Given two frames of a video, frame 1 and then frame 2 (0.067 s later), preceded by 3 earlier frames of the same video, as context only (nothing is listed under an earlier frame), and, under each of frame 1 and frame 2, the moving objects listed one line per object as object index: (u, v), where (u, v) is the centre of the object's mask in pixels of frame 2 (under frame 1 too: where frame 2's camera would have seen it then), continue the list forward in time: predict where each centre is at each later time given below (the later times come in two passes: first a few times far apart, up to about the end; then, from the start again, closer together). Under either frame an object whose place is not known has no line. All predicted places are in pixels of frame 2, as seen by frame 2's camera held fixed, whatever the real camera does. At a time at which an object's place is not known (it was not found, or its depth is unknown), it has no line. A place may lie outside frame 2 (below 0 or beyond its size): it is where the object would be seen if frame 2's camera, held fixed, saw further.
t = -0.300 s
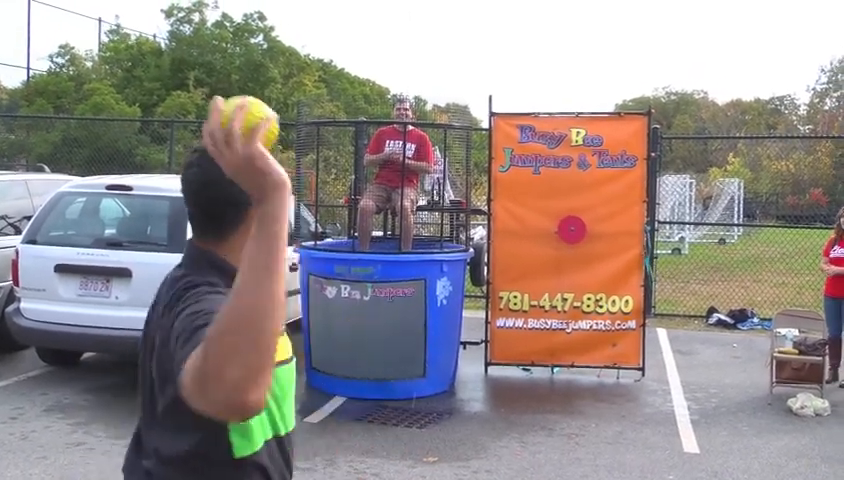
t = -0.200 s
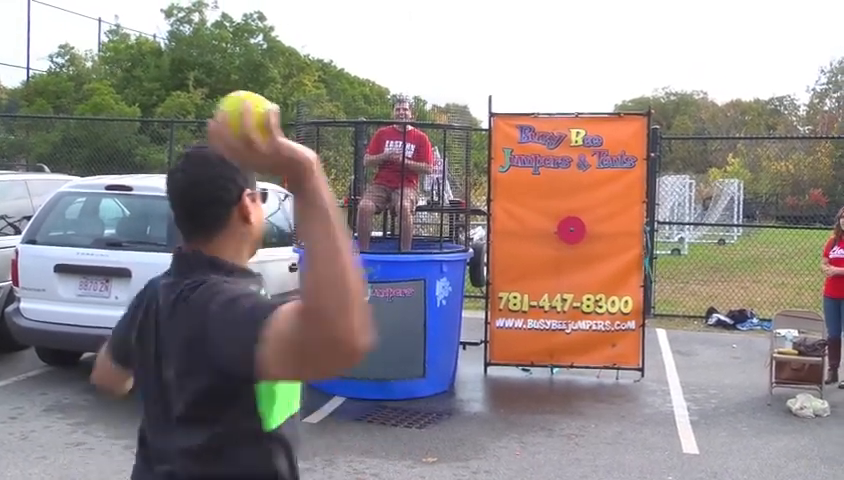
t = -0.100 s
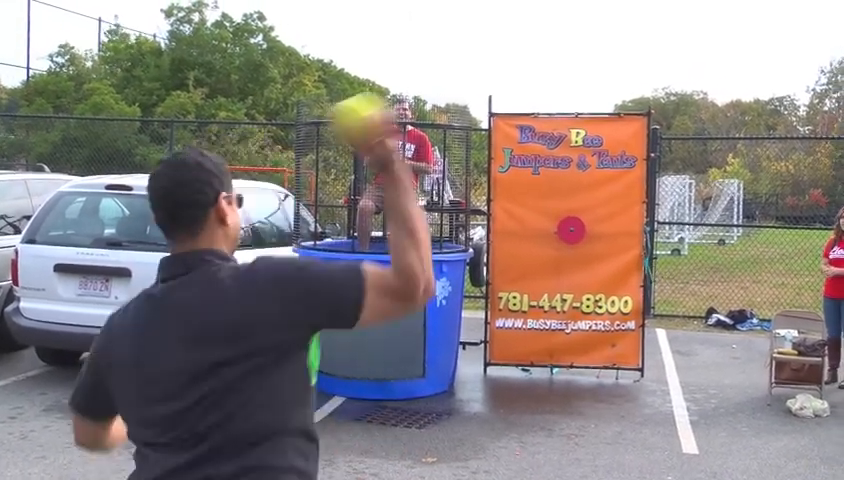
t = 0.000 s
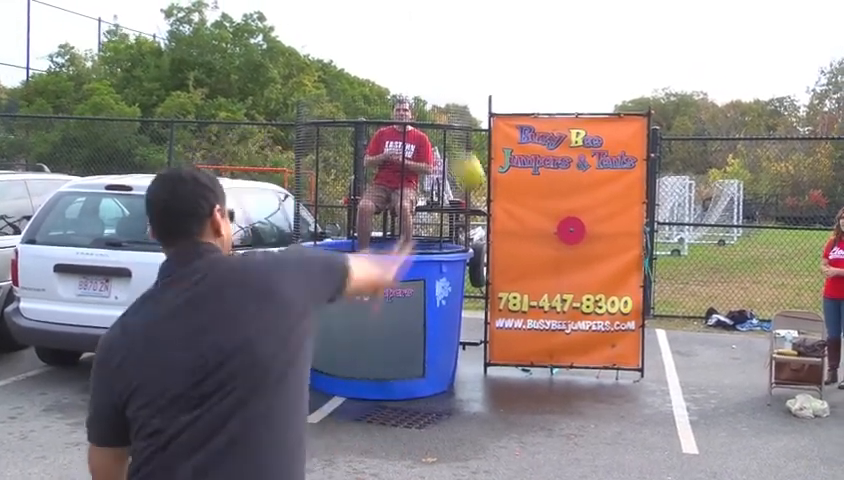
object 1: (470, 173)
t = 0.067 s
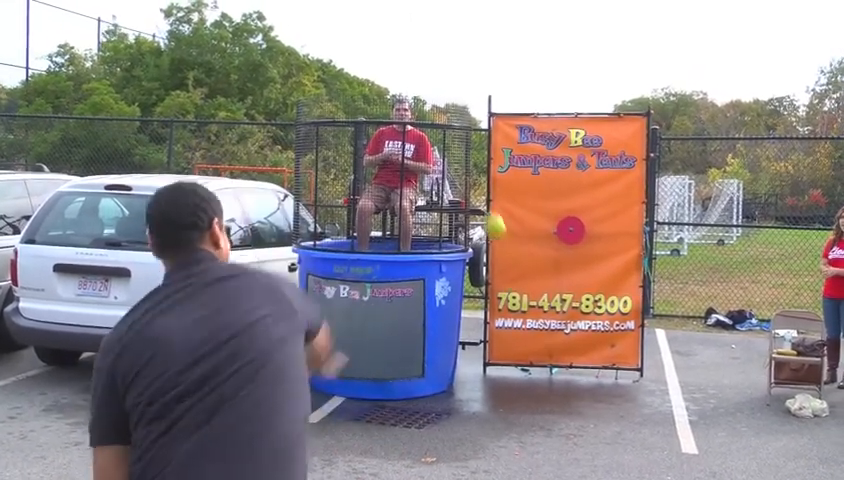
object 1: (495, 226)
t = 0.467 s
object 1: (542, 316)
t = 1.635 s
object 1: (569, 382)
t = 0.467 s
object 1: (542, 316)
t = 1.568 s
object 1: (567, 392)
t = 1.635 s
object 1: (569, 382)
